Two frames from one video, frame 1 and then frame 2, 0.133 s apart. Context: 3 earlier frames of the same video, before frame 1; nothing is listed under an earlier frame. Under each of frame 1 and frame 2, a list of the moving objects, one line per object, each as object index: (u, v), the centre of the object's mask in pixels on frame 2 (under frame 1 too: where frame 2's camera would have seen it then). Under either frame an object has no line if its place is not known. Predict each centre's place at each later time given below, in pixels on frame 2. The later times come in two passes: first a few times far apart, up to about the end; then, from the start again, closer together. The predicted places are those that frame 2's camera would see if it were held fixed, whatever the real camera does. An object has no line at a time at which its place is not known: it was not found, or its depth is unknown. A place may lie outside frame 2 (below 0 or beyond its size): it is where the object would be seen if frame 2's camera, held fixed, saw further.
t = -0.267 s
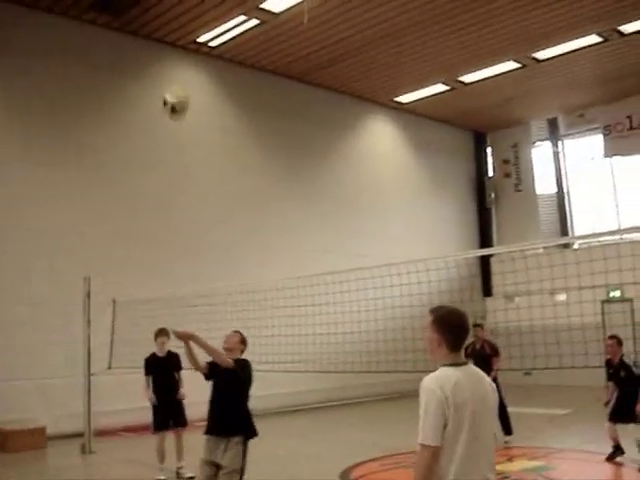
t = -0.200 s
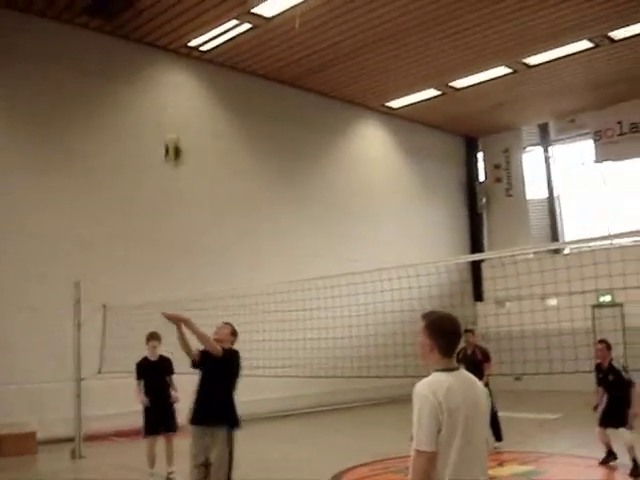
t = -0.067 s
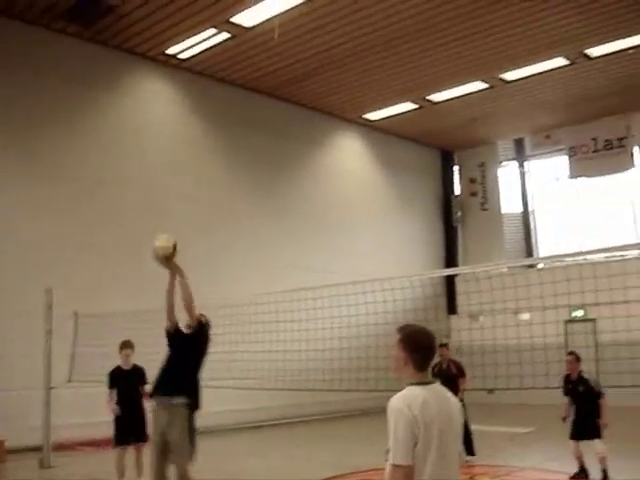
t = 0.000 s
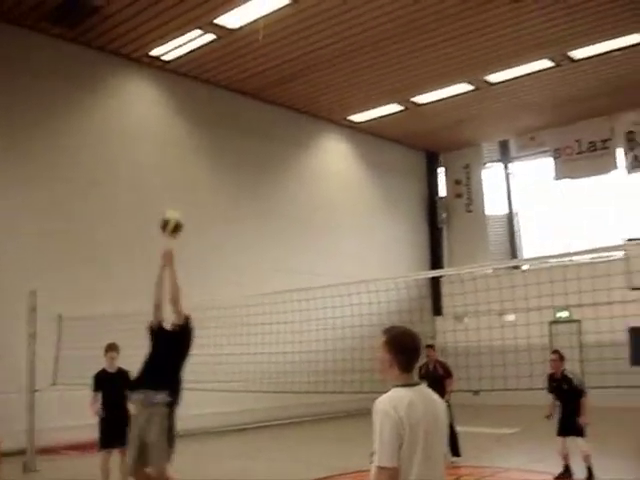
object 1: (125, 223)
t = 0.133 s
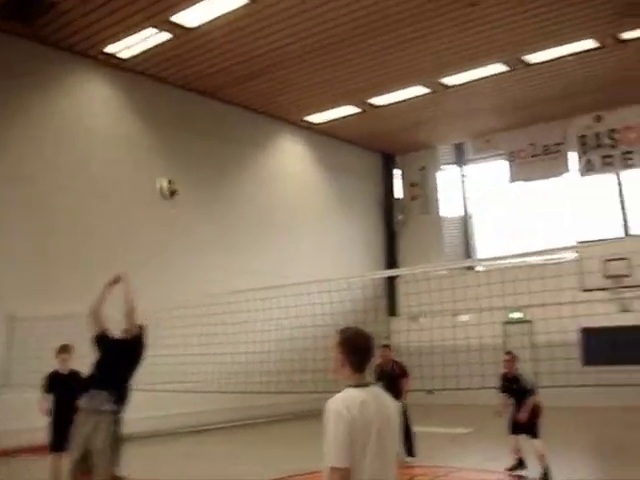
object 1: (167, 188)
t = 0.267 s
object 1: (201, 176)
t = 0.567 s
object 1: (260, 213)
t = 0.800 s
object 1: (298, 284)
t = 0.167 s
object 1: (175, 182)
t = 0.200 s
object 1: (184, 178)
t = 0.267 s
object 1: (201, 176)
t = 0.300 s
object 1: (210, 176)
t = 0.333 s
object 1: (214, 177)
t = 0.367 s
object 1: (221, 180)
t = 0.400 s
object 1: (228, 183)
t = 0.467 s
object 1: (241, 193)
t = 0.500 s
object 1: (248, 199)
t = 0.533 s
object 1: (254, 204)
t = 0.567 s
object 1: (260, 213)
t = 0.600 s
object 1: (266, 221)
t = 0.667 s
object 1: (277, 241)
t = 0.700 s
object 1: (282, 250)
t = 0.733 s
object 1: (287, 259)
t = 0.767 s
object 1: (291, 270)
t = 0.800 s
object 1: (298, 284)
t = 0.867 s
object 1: (306, 309)
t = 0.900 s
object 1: (313, 323)
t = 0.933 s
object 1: (317, 337)
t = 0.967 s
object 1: (321, 349)
